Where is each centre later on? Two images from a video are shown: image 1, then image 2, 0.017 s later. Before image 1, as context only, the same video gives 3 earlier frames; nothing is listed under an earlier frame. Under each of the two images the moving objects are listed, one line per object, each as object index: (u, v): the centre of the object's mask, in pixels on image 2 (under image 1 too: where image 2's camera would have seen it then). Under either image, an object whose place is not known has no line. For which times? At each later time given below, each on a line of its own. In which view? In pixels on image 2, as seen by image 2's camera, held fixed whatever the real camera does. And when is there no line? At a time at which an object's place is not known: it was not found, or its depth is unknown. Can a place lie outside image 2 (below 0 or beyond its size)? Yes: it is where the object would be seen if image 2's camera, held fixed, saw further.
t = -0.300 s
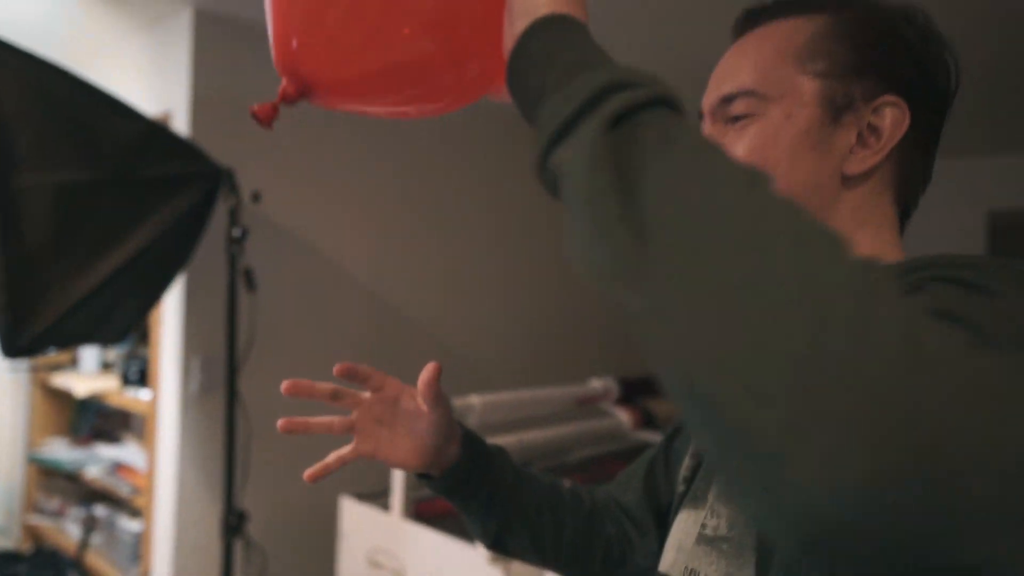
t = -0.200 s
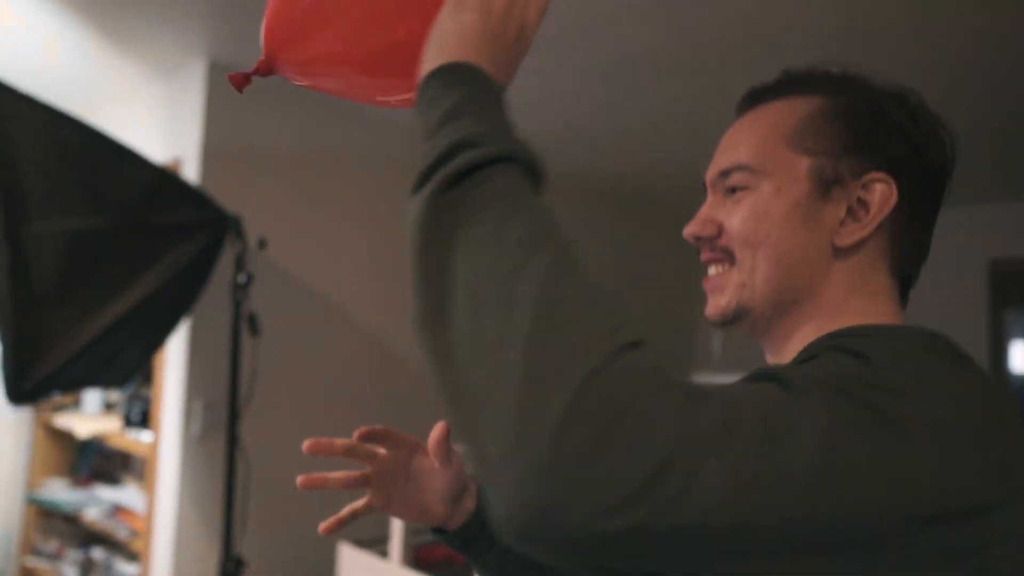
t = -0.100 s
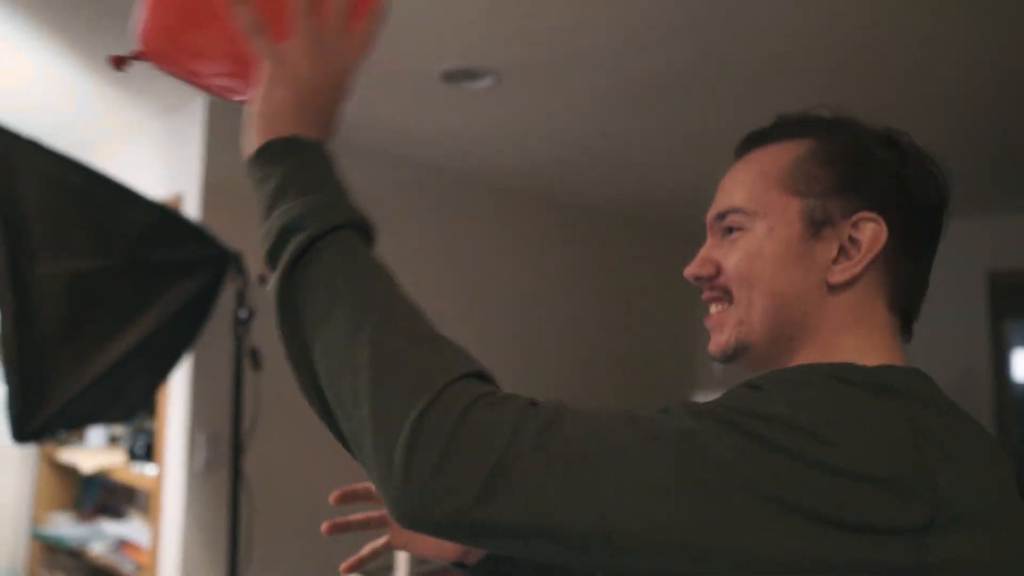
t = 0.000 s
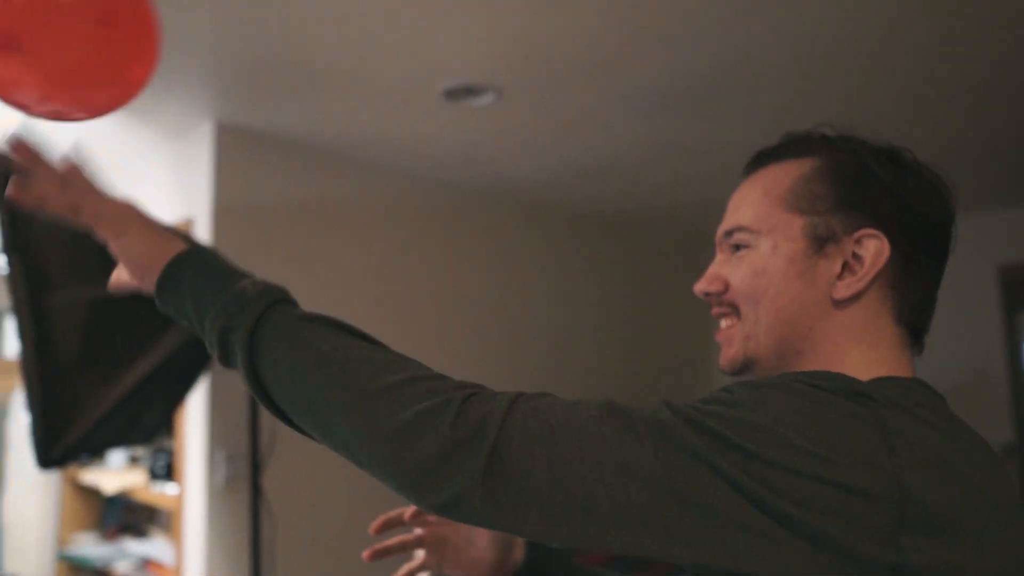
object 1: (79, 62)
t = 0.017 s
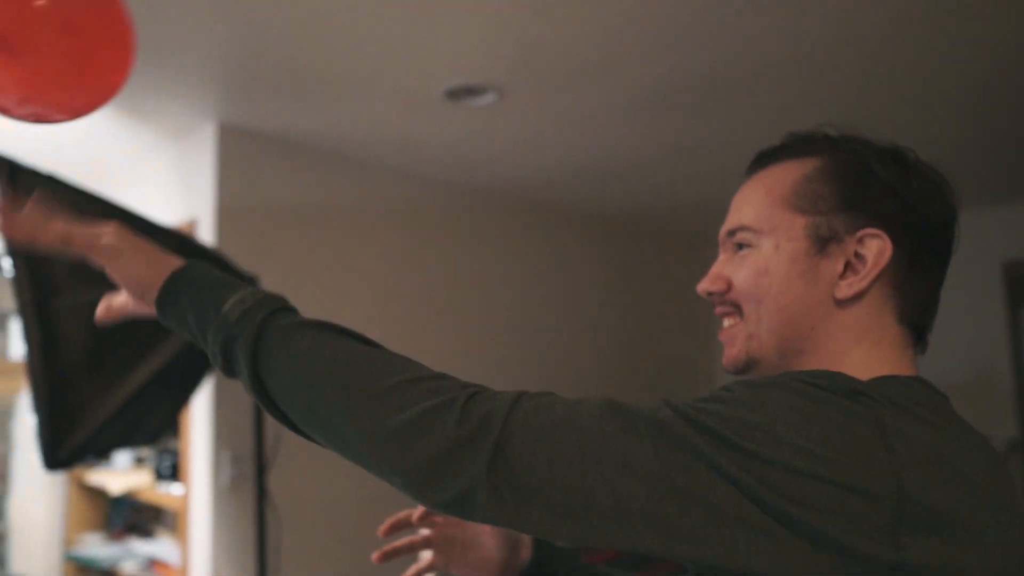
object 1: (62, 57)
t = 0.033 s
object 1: (46, 53)
